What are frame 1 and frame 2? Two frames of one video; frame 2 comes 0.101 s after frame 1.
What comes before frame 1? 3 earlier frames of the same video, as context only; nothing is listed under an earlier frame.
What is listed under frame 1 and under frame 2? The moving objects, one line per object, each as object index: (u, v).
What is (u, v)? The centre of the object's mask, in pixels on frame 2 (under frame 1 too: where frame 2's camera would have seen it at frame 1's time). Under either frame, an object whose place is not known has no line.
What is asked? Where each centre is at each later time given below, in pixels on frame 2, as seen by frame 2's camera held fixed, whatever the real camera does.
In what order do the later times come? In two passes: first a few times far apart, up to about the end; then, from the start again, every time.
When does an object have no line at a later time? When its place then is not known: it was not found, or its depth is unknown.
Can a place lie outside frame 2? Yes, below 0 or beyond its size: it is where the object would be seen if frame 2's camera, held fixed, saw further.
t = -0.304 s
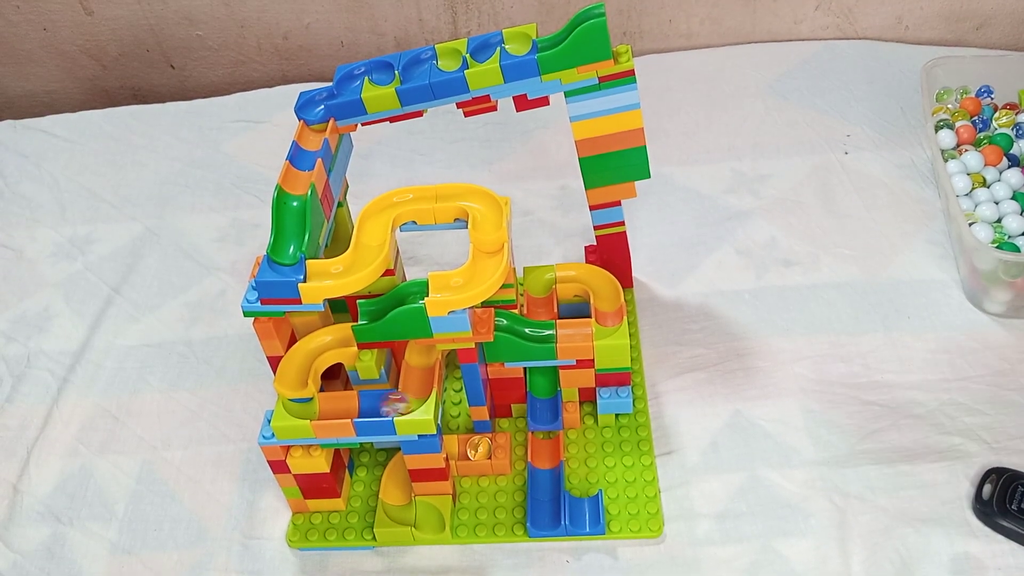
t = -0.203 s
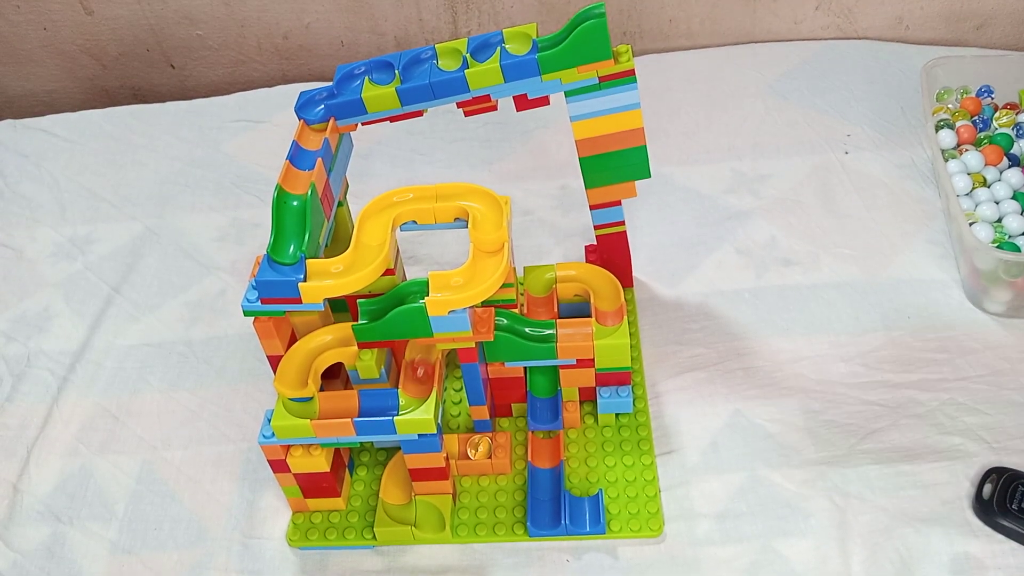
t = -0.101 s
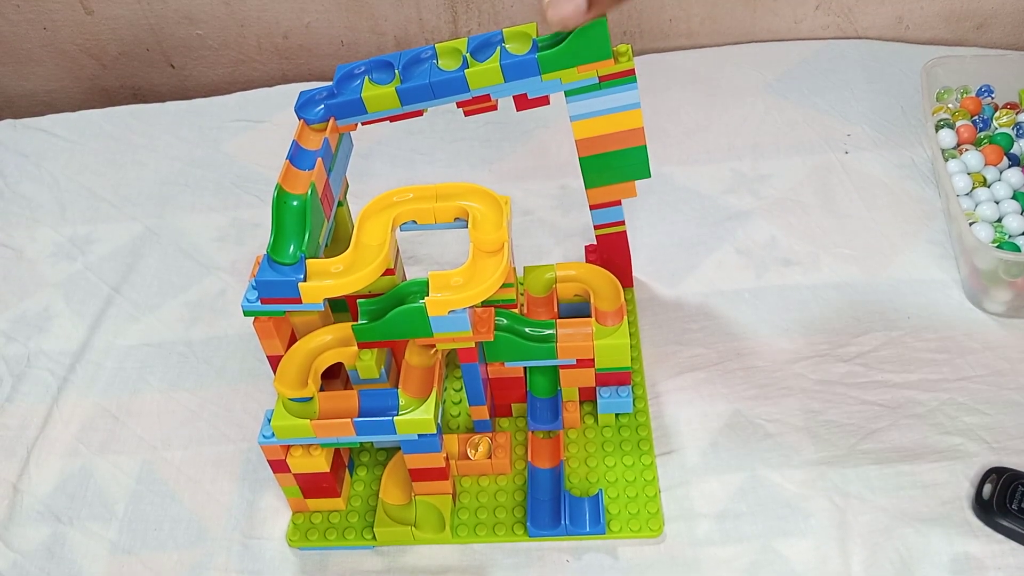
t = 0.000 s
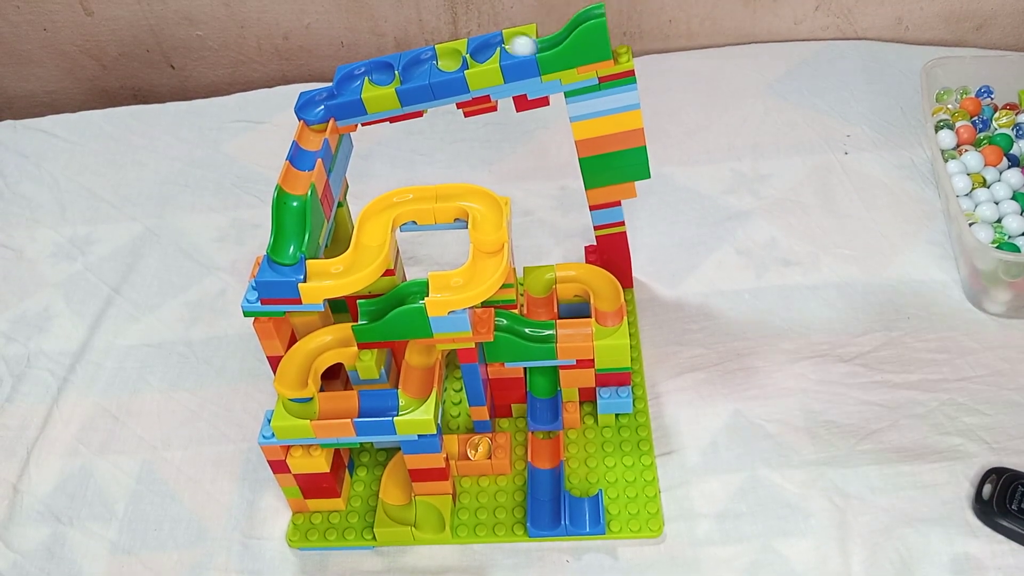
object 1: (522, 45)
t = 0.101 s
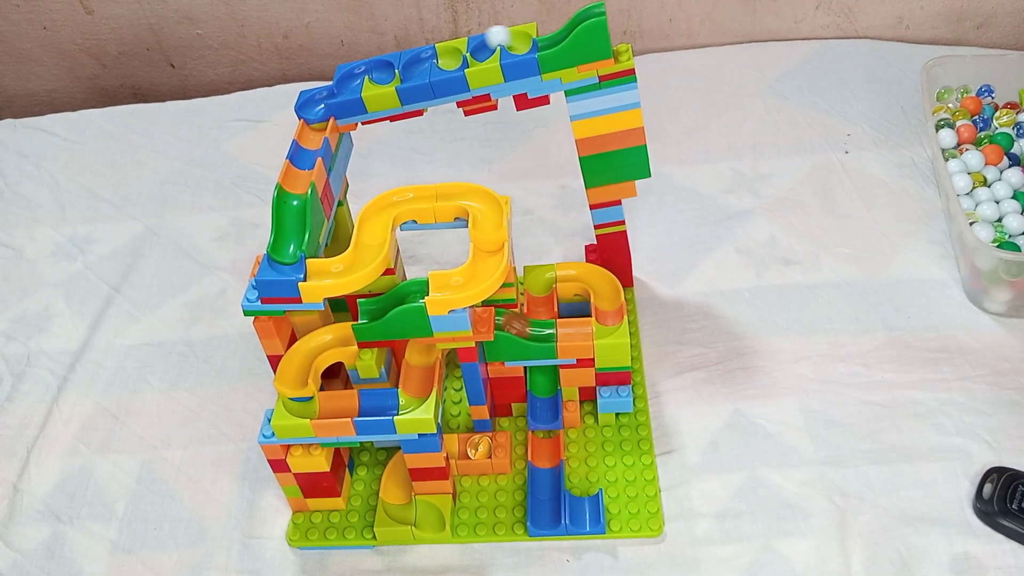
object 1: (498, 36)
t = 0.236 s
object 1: (470, 58)
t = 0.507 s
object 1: (412, 68)
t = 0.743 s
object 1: (357, 70)
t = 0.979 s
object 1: (309, 118)
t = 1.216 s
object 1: (298, 170)
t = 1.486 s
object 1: (292, 263)
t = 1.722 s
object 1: (375, 220)
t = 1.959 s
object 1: (469, 195)
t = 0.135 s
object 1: (487, 43)
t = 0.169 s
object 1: (481, 49)
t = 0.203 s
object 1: (479, 54)
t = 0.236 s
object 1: (470, 58)
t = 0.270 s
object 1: (456, 63)
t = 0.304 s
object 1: (450, 62)
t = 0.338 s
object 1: (448, 59)
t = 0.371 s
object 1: (448, 55)
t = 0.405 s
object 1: (439, 52)
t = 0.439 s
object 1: (426, 53)
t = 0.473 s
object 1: (417, 60)
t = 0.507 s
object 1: (412, 68)
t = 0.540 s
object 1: (406, 73)
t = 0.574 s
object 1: (392, 77)
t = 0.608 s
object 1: (382, 77)
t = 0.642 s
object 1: (381, 73)
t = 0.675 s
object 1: (379, 67)
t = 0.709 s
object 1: (369, 66)
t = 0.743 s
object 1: (357, 70)
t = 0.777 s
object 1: (348, 77)
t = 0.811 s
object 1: (344, 83)
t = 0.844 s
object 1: (336, 89)
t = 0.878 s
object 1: (323, 94)
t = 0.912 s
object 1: (314, 101)
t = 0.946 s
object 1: (309, 107)
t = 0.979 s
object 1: (309, 118)
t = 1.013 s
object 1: (313, 130)
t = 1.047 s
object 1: (310, 139)
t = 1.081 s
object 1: (308, 146)
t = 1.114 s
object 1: (306, 152)
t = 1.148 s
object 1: (302, 158)
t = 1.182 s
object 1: (302, 164)
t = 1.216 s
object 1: (298, 170)
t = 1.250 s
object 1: (297, 176)
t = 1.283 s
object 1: (297, 181)
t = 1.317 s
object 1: (293, 188)
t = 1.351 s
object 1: (293, 195)
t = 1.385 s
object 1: (291, 210)
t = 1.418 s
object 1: (289, 235)
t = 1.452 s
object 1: (285, 257)
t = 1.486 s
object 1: (292, 263)
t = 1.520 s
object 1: (314, 269)
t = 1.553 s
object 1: (334, 269)
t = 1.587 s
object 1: (351, 263)
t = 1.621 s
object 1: (365, 253)
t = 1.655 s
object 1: (371, 242)
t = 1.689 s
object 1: (371, 232)
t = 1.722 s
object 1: (375, 220)
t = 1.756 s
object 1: (379, 210)
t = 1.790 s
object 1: (390, 202)
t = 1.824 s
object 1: (405, 196)
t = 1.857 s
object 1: (422, 195)
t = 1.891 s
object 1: (438, 193)
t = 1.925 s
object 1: (455, 192)
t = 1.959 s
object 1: (469, 195)
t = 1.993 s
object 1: (480, 201)
